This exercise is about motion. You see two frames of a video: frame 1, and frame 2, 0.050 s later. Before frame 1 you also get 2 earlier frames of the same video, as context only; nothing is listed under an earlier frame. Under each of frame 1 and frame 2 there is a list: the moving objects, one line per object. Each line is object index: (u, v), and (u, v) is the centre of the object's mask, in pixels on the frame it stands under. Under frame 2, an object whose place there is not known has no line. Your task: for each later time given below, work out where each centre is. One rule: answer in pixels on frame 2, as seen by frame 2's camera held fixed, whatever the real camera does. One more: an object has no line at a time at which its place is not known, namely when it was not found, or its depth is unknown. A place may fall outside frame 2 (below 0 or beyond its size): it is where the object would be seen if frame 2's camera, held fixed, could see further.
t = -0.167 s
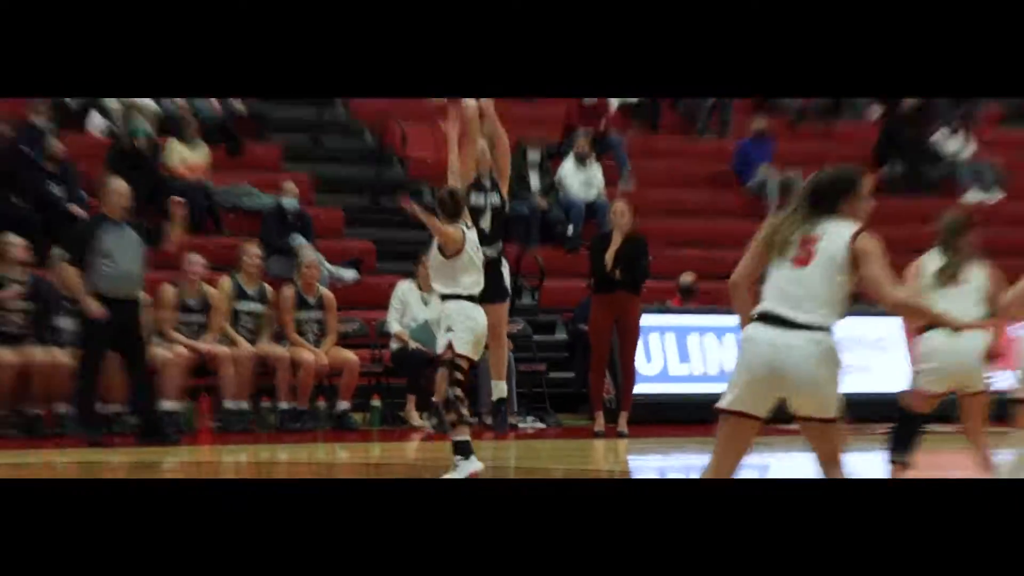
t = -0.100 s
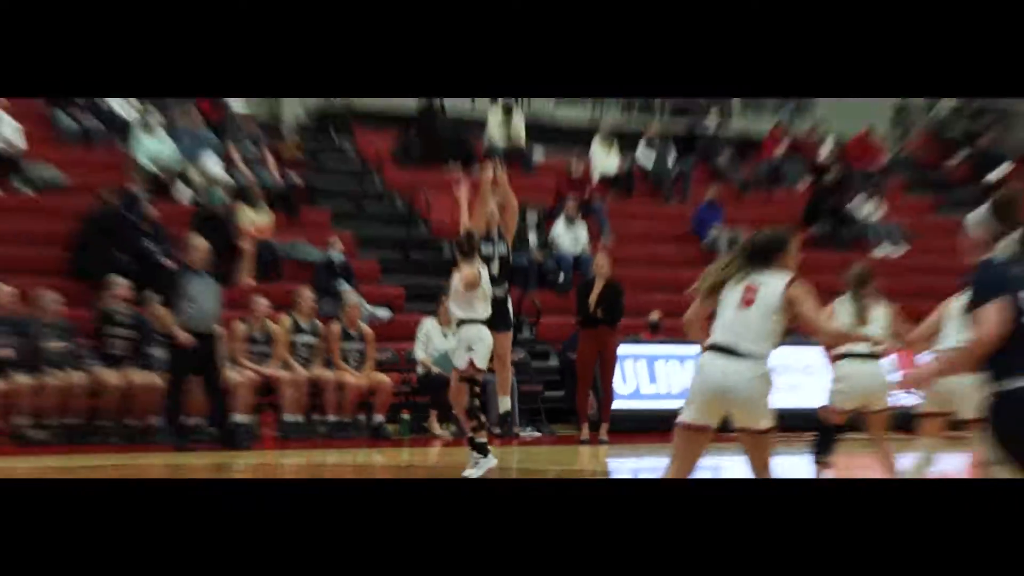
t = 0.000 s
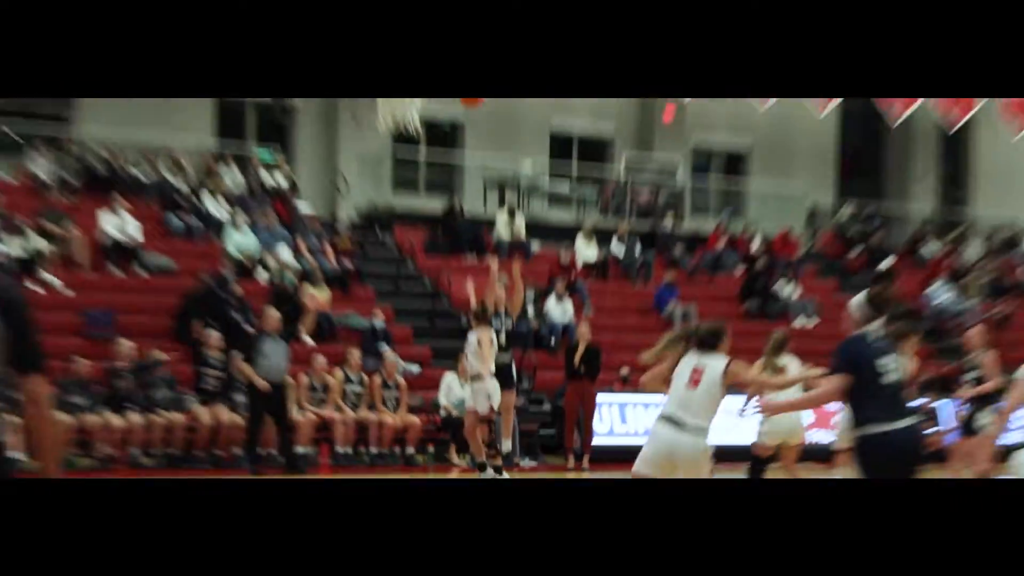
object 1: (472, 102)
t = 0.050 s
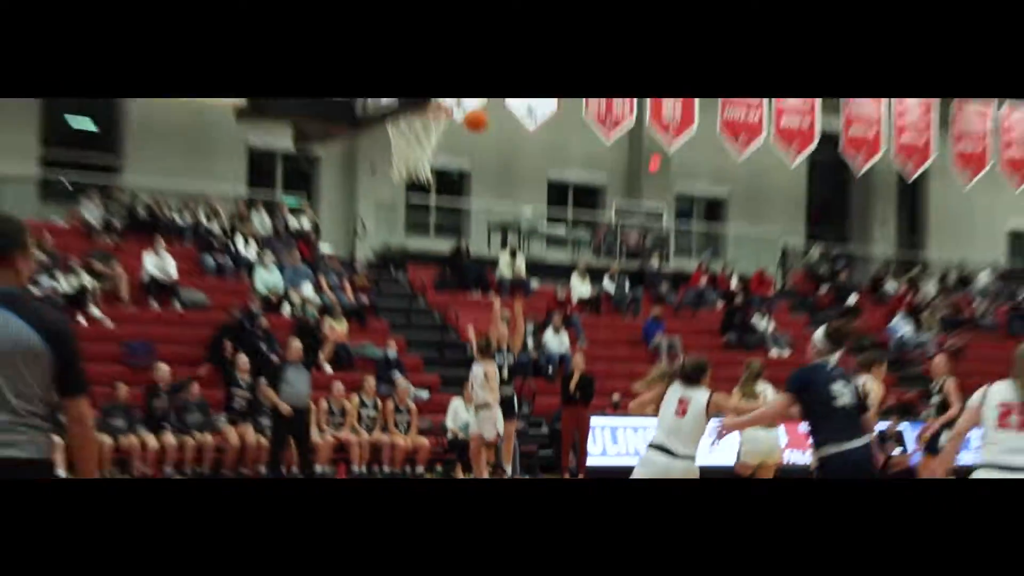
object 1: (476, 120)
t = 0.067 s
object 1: (476, 113)
